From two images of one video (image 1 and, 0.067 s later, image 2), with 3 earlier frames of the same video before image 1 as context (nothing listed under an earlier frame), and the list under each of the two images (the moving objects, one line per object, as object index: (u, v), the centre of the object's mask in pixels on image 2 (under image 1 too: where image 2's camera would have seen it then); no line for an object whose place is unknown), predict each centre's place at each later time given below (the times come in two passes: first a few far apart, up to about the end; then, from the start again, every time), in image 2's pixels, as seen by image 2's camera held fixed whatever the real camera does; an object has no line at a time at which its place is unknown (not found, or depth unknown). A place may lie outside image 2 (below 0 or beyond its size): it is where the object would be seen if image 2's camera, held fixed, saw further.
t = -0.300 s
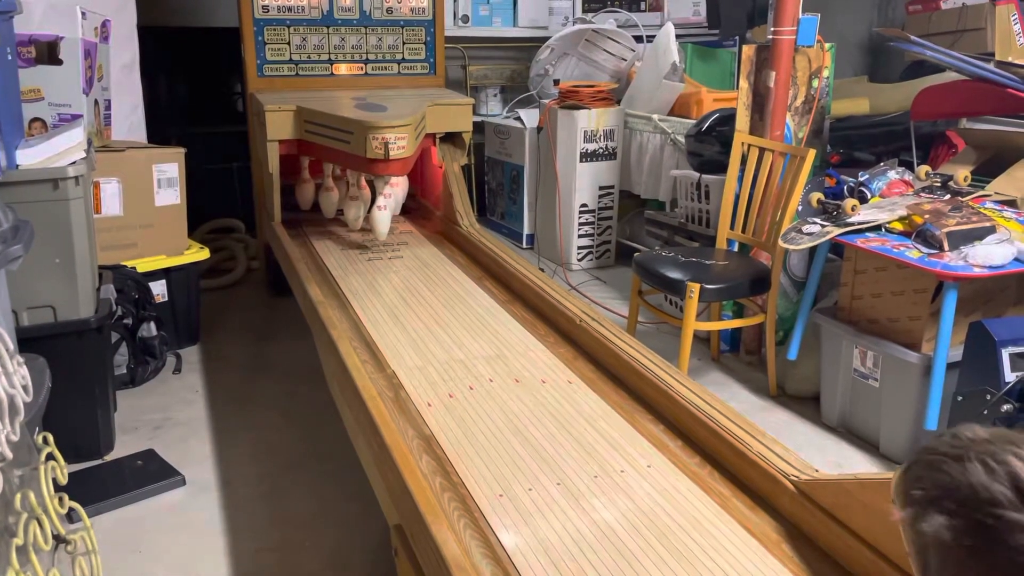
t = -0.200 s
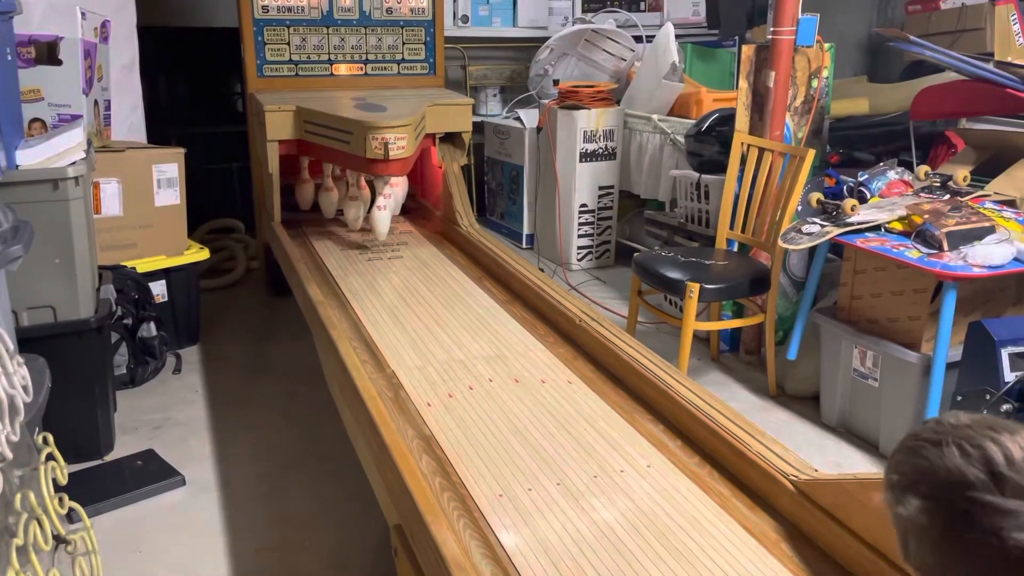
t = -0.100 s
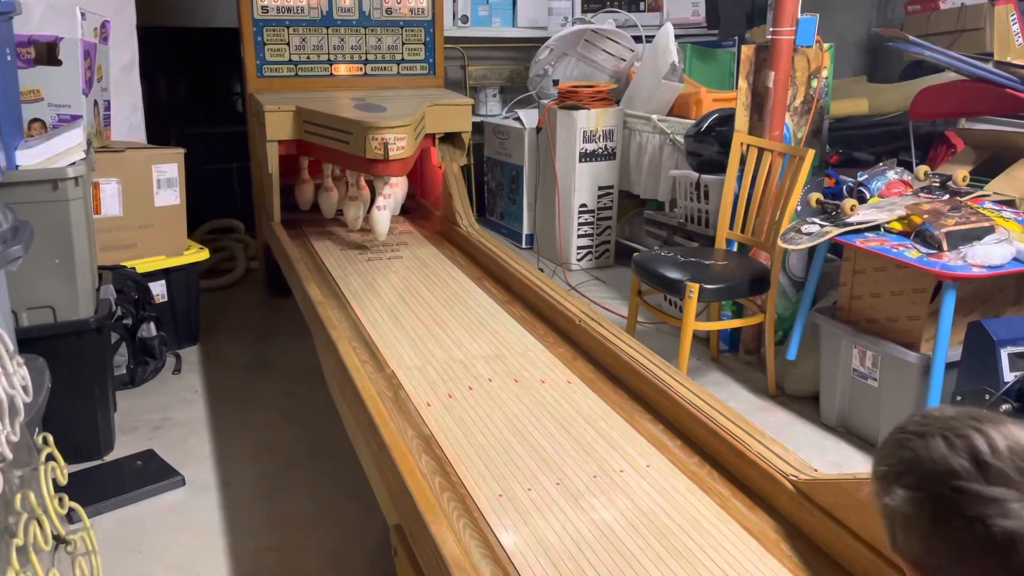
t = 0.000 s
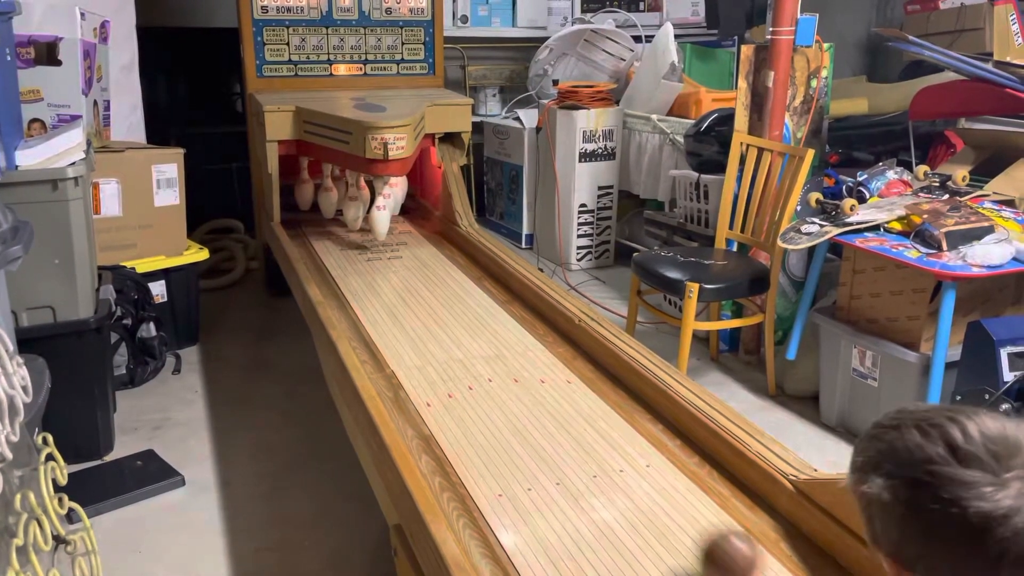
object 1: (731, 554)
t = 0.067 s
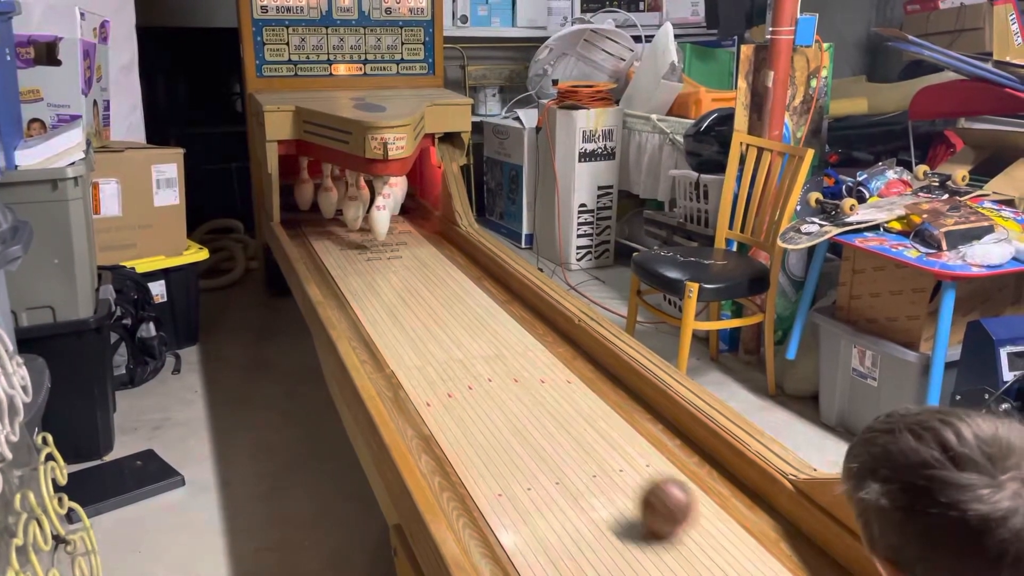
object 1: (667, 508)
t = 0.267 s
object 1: (541, 401)
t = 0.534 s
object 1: (438, 315)
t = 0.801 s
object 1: (371, 258)
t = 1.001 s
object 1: (334, 228)
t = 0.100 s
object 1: (640, 484)
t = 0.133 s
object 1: (616, 464)
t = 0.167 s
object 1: (595, 446)
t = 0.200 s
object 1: (575, 430)
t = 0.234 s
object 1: (558, 415)
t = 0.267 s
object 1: (541, 401)
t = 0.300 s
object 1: (525, 388)
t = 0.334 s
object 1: (510, 375)
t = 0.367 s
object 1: (496, 364)
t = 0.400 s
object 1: (483, 352)
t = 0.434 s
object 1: (471, 342)
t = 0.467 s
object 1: (459, 333)
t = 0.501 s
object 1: (448, 323)
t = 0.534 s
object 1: (438, 315)
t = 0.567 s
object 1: (428, 306)
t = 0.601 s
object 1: (418, 299)
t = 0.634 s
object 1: (410, 291)
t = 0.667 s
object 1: (401, 284)
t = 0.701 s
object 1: (393, 277)
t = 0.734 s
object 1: (385, 271)
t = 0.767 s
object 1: (378, 265)
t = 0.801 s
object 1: (371, 258)
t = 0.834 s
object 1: (363, 253)
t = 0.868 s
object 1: (357, 247)
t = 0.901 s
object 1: (351, 243)
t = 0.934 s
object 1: (345, 237)
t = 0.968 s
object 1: (341, 233)
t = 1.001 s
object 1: (334, 228)
